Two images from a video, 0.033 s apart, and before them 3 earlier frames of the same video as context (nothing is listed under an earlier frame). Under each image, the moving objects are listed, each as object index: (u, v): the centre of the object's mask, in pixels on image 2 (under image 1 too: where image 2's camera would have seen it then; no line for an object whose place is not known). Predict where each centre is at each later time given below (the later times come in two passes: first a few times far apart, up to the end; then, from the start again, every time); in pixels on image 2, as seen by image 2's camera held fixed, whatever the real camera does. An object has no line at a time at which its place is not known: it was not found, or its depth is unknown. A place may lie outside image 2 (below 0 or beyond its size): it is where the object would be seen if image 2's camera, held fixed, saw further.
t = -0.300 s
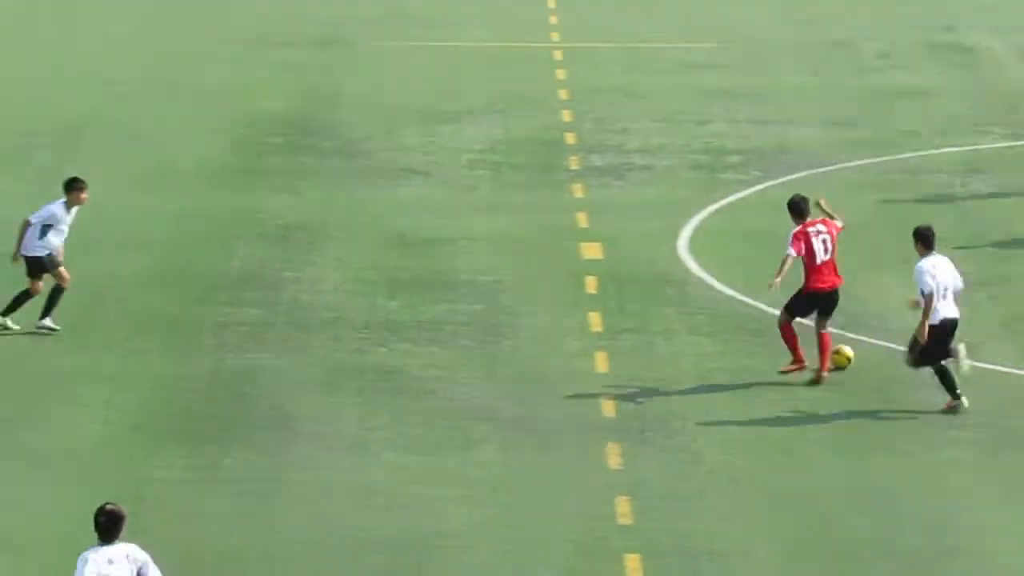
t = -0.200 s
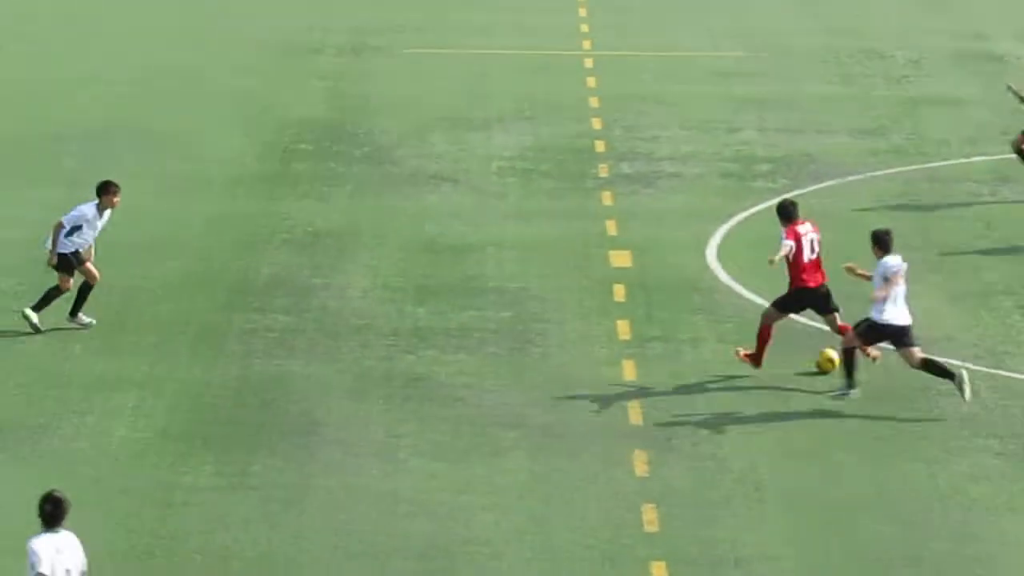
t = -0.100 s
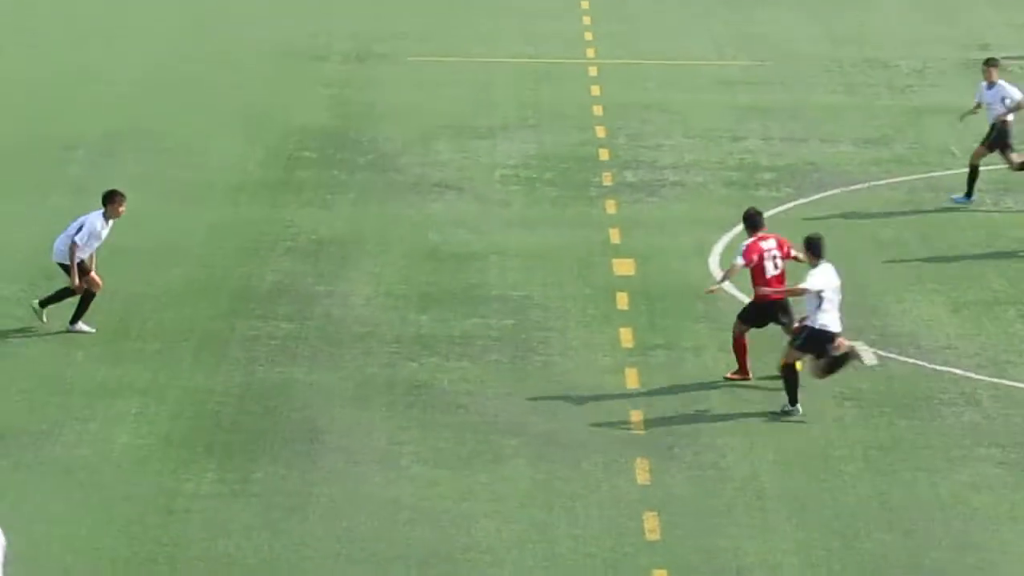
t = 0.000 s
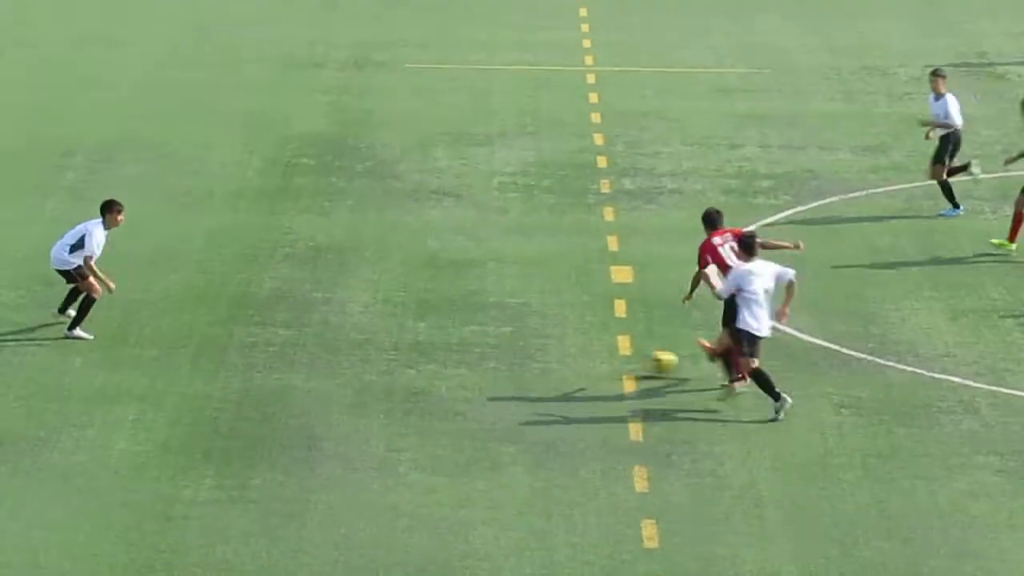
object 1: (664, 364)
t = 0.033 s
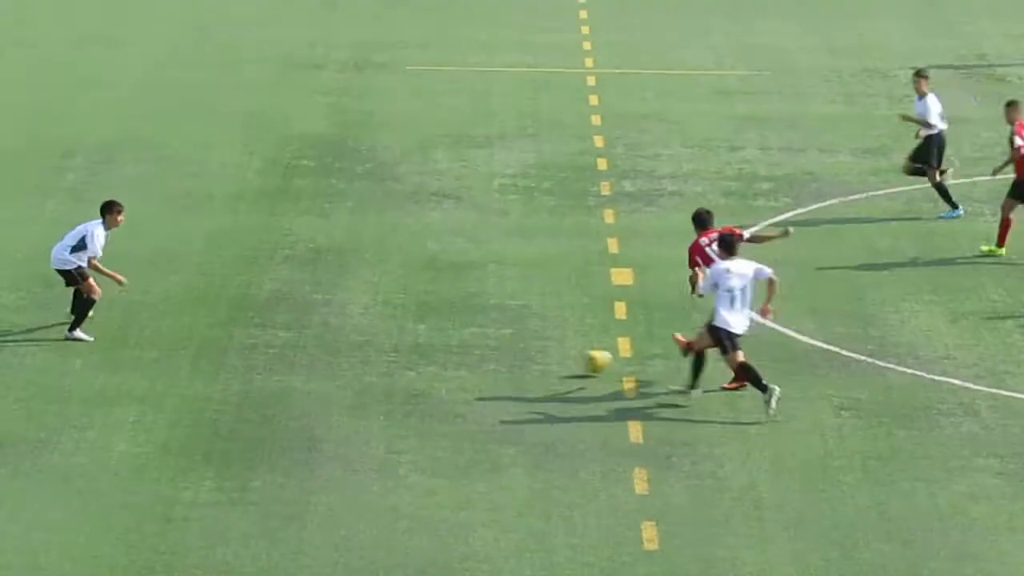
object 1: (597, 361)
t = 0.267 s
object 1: (181, 347)
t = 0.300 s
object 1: (129, 344)
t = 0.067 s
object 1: (534, 359)
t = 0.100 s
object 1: (471, 357)
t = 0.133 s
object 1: (410, 353)
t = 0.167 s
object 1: (352, 350)
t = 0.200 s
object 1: (293, 350)
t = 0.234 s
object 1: (236, 349)
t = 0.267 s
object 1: (181, 347)
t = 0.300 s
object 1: (129, 344)
